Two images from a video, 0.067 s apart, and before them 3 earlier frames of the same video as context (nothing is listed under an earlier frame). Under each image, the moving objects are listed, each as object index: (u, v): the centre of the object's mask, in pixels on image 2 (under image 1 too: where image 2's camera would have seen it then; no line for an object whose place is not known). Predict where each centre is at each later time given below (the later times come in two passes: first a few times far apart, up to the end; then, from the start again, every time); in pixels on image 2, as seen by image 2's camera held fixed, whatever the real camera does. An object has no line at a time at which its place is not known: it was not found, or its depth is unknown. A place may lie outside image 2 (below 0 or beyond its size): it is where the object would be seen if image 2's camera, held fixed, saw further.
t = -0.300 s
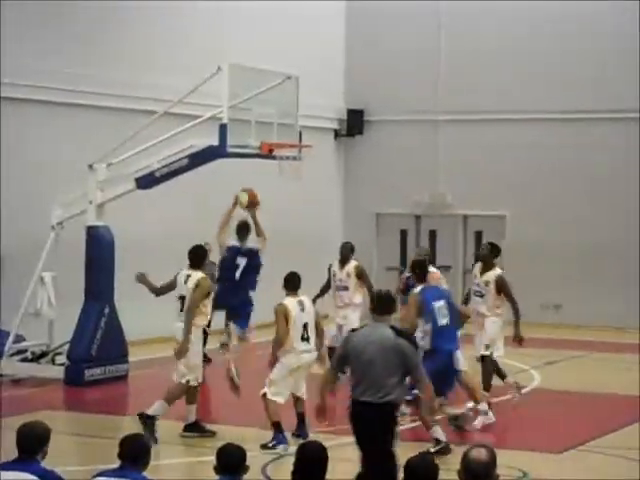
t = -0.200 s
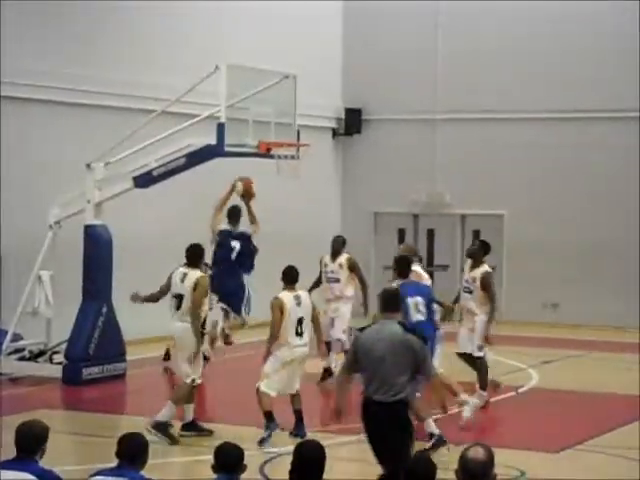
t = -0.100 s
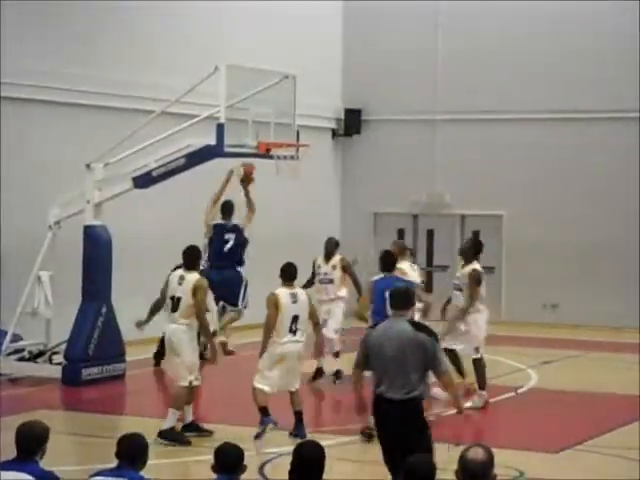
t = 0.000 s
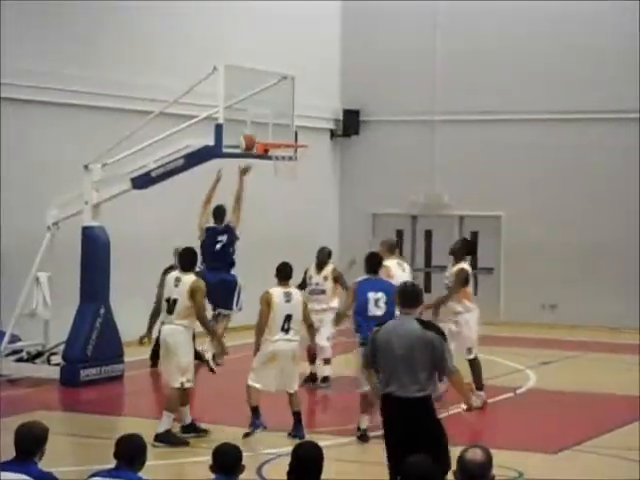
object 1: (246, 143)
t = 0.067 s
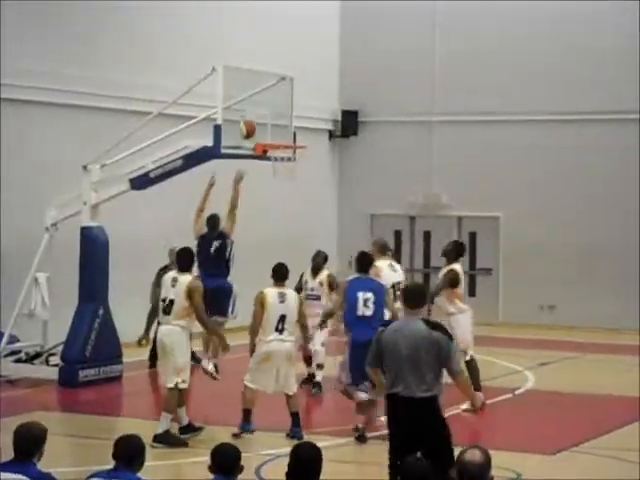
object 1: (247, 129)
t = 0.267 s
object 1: (249, 109)
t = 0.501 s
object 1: (283, 128)
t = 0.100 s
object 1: (247, 123)
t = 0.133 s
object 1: (248, 119)
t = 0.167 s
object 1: (248, 114)
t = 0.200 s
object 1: (249, 112)
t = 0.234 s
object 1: (249, 111)
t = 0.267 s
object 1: (249, 109)
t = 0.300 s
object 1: (252, 109)
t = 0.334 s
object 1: (256, 109)
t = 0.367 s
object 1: (262, 111)
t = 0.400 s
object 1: (267, 115)
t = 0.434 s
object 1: (274, 119)
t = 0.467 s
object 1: (281, 123)
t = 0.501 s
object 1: (283, 128)
